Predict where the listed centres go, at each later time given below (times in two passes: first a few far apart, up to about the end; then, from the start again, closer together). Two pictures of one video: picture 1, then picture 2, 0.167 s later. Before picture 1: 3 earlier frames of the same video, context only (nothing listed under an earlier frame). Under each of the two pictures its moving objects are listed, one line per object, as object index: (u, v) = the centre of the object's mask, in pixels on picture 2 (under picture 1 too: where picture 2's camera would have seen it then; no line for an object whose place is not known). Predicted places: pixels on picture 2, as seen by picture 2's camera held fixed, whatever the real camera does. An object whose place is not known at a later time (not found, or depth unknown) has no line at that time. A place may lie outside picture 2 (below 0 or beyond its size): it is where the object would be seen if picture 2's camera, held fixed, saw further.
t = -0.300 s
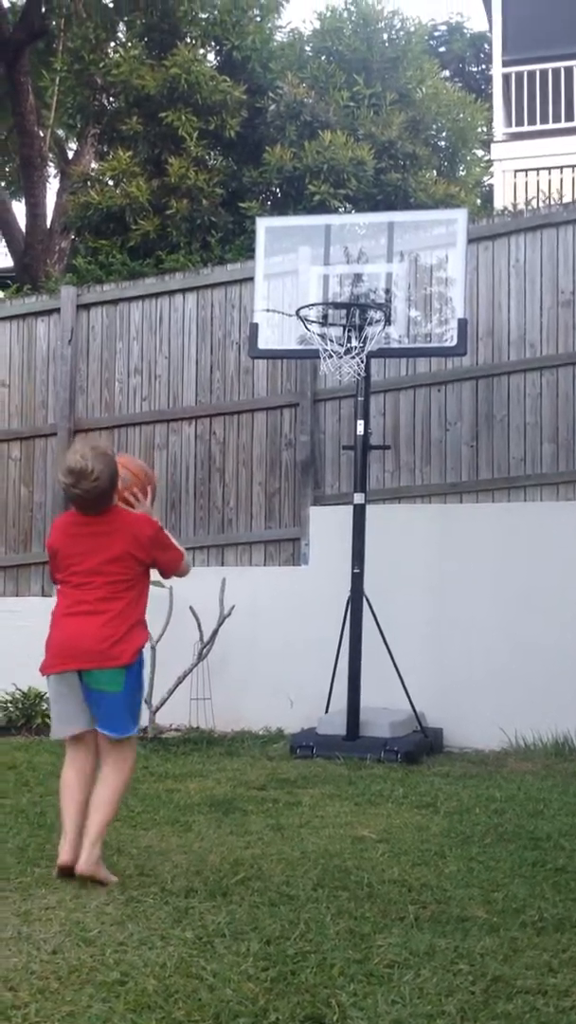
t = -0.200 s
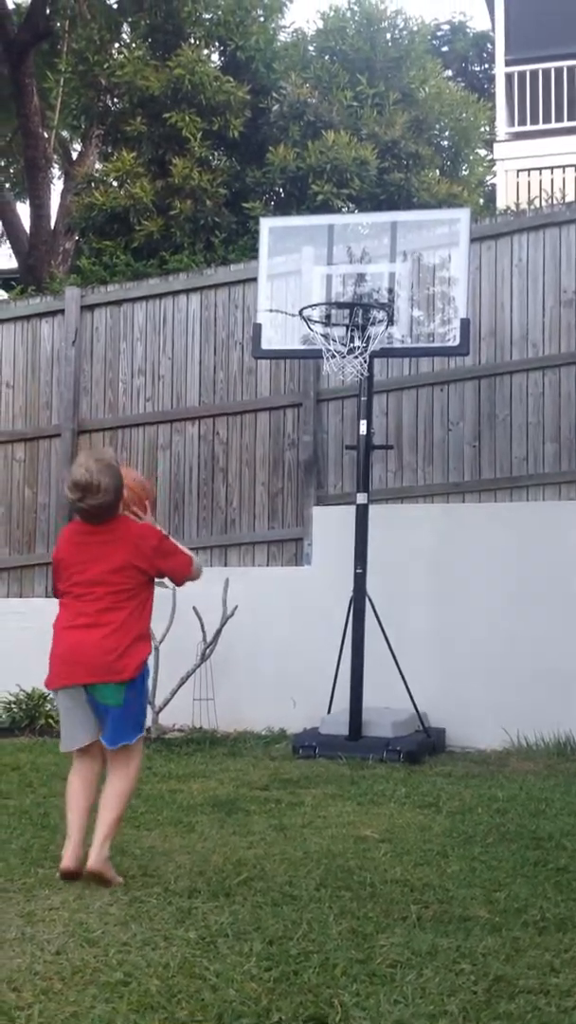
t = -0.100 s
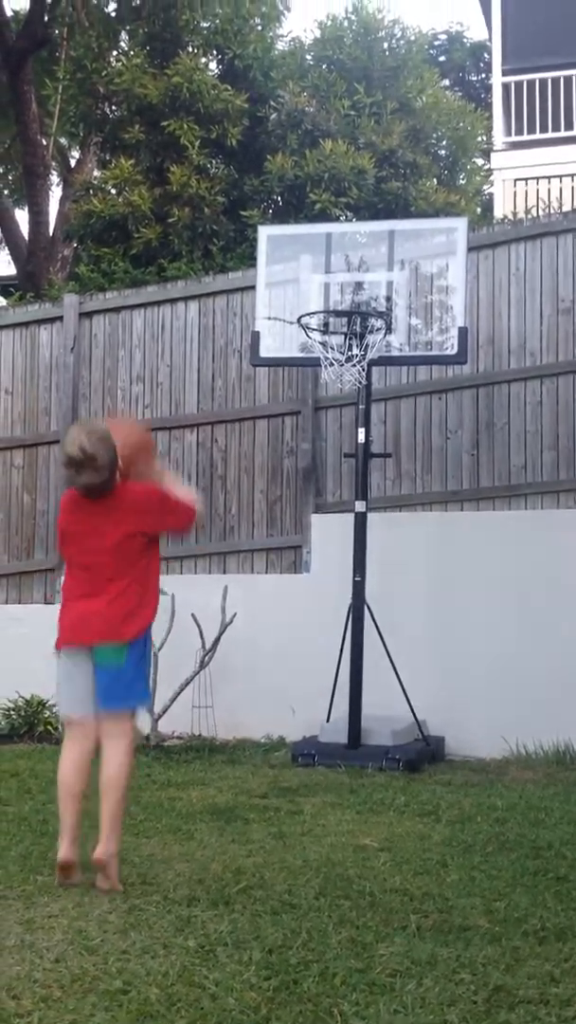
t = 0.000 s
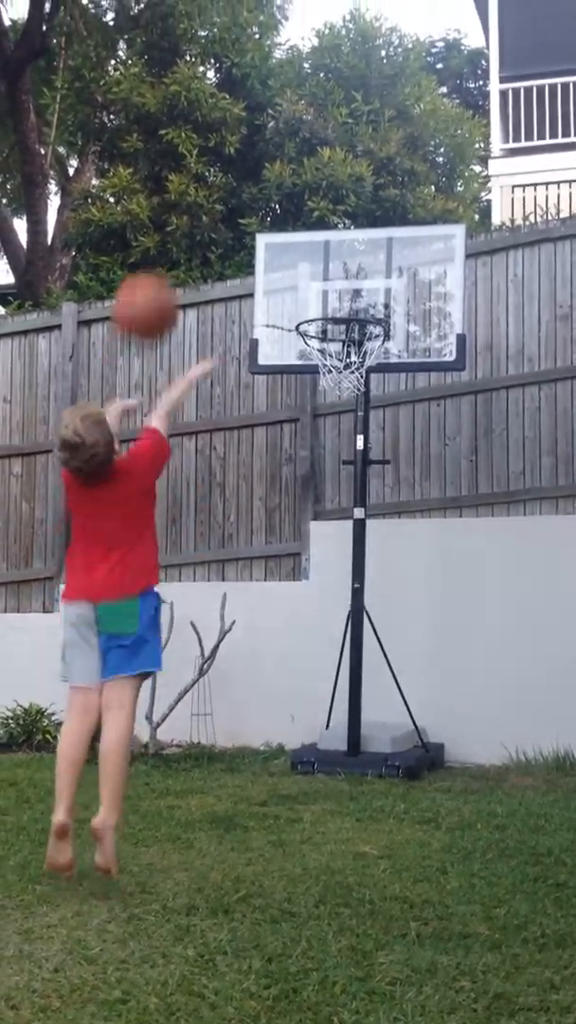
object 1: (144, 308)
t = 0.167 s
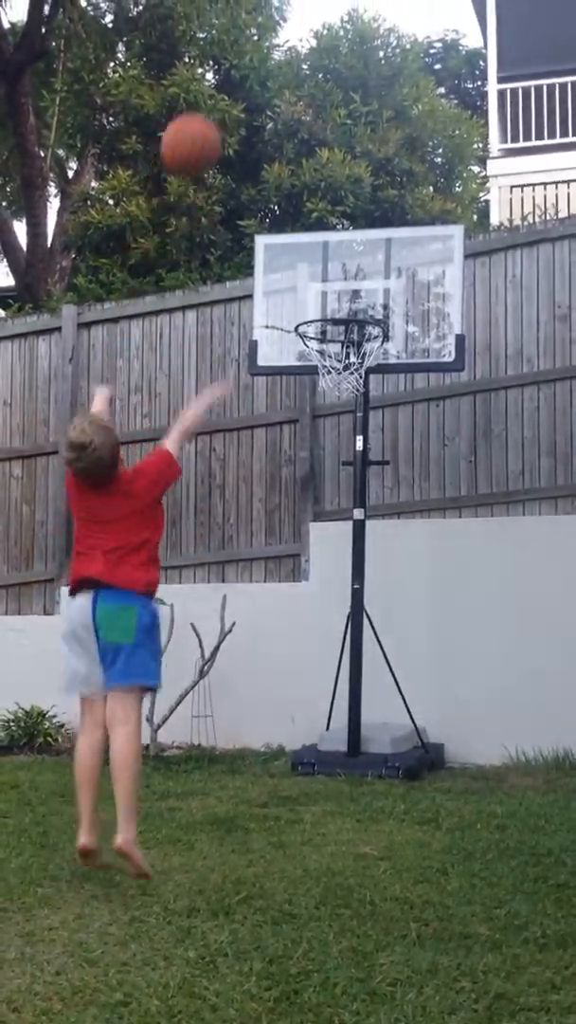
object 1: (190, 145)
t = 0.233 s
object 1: (207, 109)
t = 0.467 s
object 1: (255, 76)
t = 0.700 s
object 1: (292, 156)
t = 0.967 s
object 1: (328, 341)
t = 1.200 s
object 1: (388, 475)
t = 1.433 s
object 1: (451, 693)
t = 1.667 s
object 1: (492, 630)
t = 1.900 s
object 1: (527, 521)
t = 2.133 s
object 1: (564, 517)
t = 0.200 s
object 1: (199, 126)
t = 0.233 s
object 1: (207, 109)
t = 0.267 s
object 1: (216, 97)
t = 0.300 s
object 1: (224, 86)
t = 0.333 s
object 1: (231, 79)
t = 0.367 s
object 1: (238, 74)
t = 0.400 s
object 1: (243, 73)
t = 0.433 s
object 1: (248, 74)
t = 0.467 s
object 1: (255, 76)
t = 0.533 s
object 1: (266, 89)
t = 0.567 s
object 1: (273, 100)
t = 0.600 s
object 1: (278, 111)
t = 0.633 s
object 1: (284, 124)
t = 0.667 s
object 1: (287, 138)
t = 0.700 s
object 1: (292, 156)
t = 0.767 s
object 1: (303, 194)
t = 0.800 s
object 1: (307, 215)
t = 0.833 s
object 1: (312, 237)
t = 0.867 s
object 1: (316, 263)
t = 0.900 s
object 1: (319, 289)
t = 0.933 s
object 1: (324, 318)
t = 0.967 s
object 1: (328, 341)
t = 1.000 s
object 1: (338, 366)
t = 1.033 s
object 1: (347, 380)
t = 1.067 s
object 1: (355, 392)
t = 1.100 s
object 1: (363, 411)
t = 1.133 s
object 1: (371, 429)
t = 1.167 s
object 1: (380, 451)
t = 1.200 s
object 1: (388, 475)
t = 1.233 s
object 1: (397, 499)
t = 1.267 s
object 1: (406, 526)
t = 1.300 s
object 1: (415, 556)
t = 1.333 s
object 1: (424, 587)
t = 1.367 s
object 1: (433, 620)
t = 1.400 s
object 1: (442, 656)
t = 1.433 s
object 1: (451, 693)
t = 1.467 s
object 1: (461, 735)
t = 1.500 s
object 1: (471, 770)
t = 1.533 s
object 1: (475, 737)
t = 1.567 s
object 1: (479, 708)
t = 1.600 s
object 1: (483, 679)
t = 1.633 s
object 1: (488, 653)
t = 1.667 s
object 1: (492, 630)
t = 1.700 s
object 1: (497, 608)
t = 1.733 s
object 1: (501, 588)
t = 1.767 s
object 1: (506, 571)
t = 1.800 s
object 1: (511, 555)
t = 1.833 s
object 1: (516, 542)
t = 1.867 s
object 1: (521, 531)
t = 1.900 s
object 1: (527, 521)
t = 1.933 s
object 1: (532, 514)
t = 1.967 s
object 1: (537, 509)
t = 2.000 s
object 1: (542, 507)
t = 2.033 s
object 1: (548, 506)
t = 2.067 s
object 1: (553, 507)
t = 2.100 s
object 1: (559, 511)
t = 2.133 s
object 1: (564, 517)
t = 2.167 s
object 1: (569, 526)
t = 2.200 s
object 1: (573, 537)
